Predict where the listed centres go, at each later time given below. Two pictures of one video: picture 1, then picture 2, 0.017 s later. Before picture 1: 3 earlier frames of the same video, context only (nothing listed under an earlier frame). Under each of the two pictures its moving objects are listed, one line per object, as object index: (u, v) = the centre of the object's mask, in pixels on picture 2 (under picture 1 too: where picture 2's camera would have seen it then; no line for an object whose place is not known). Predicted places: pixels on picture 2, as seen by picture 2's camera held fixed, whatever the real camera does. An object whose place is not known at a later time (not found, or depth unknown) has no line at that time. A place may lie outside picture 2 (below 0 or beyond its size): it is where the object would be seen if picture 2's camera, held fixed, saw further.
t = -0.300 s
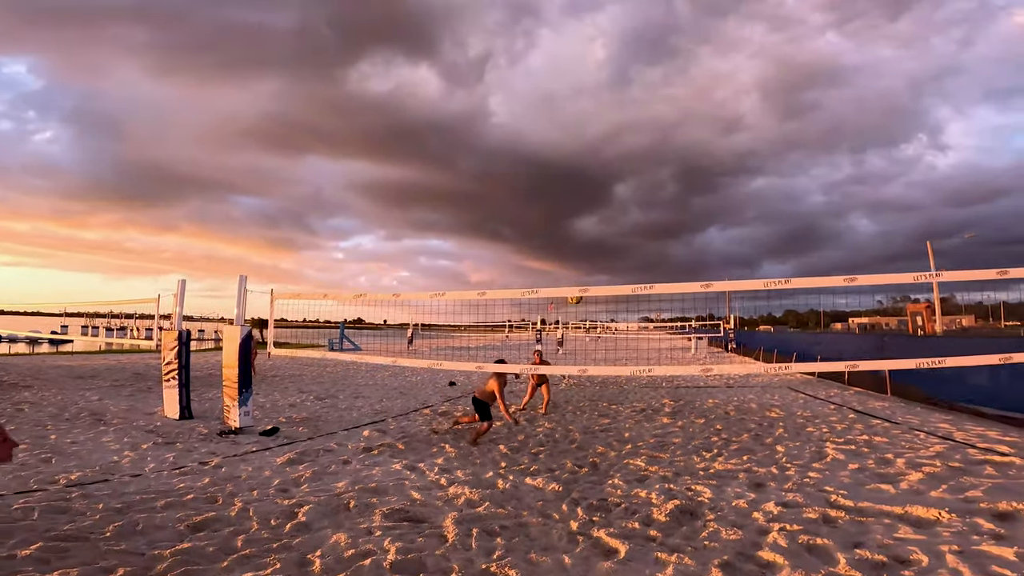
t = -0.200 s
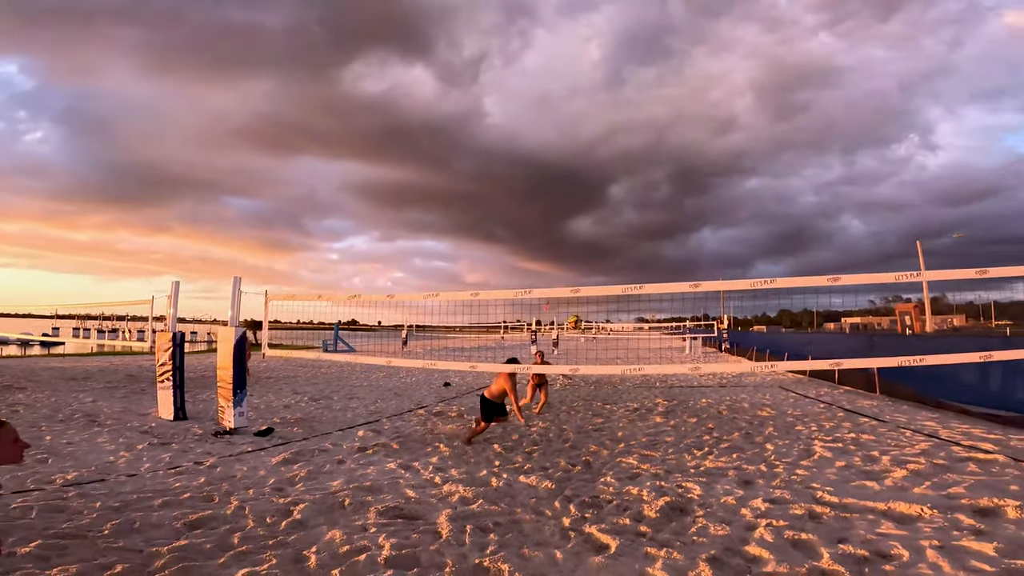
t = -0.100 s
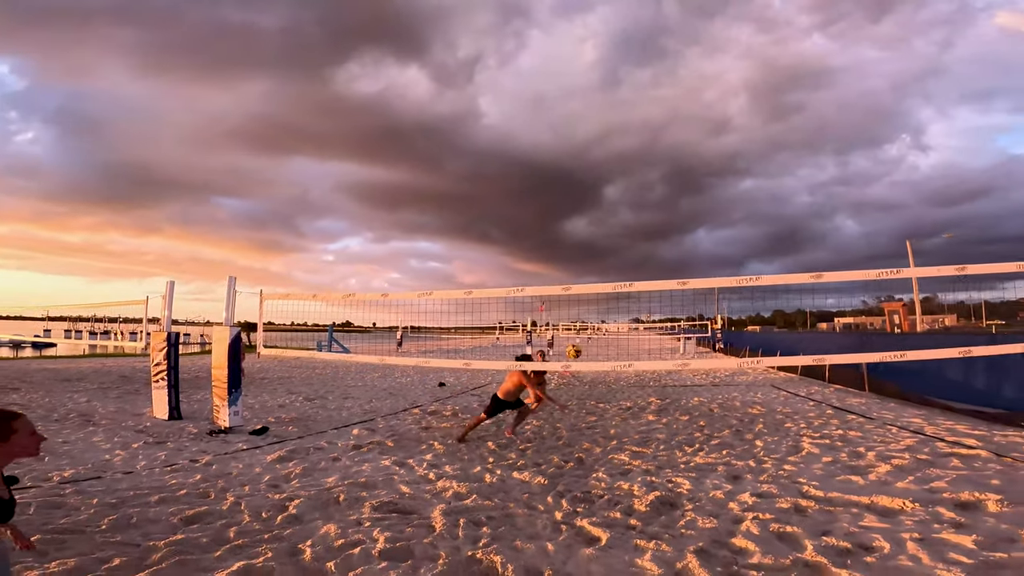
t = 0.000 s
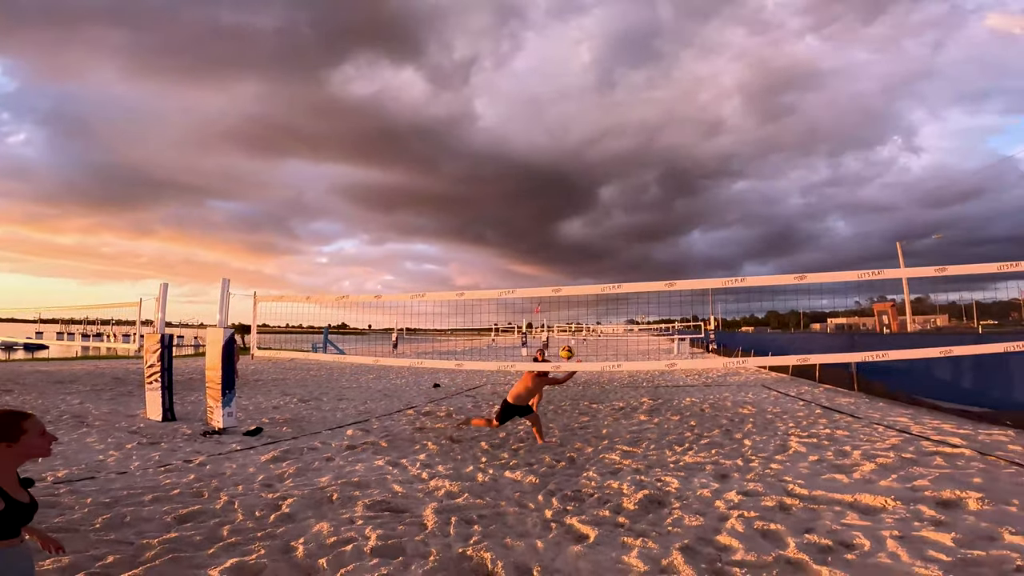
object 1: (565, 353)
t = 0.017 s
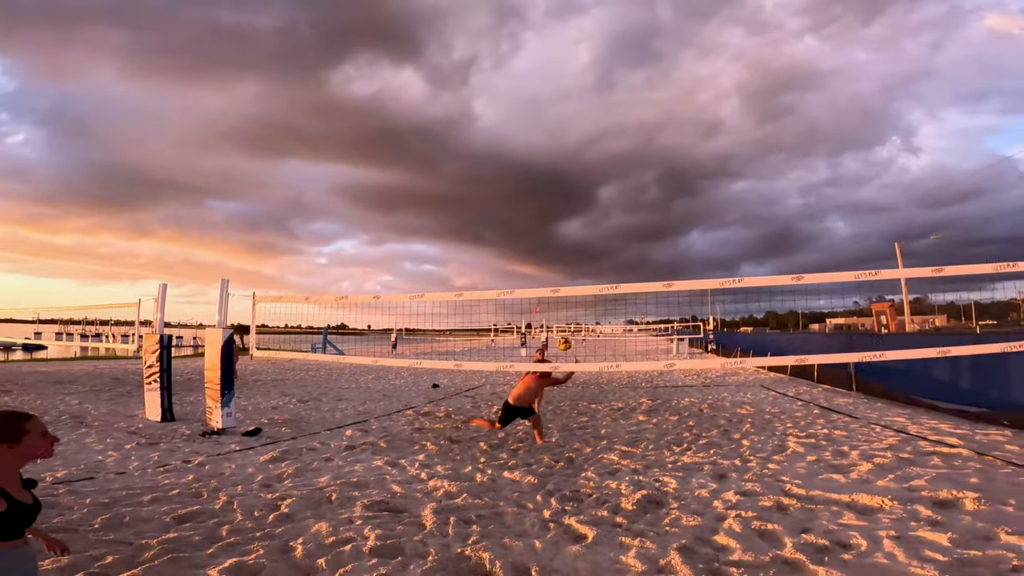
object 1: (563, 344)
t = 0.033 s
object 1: (562, 334)
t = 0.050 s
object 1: (559, 325)
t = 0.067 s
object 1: (560, 315)
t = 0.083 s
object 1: (556, 306)
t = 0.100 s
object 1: (556, 300)
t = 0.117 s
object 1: (552, 285)
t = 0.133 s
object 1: (550, 281)
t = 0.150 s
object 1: (549, 272)
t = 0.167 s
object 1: (546, 264)
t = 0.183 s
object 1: (544, 255)
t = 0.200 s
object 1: (543, 247)
